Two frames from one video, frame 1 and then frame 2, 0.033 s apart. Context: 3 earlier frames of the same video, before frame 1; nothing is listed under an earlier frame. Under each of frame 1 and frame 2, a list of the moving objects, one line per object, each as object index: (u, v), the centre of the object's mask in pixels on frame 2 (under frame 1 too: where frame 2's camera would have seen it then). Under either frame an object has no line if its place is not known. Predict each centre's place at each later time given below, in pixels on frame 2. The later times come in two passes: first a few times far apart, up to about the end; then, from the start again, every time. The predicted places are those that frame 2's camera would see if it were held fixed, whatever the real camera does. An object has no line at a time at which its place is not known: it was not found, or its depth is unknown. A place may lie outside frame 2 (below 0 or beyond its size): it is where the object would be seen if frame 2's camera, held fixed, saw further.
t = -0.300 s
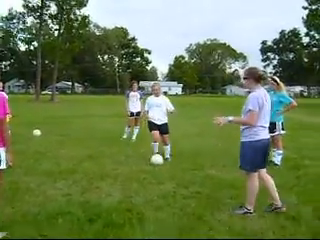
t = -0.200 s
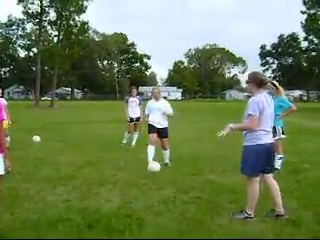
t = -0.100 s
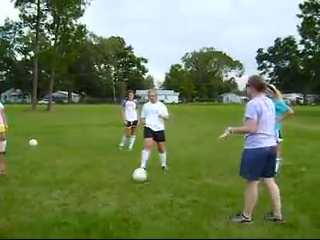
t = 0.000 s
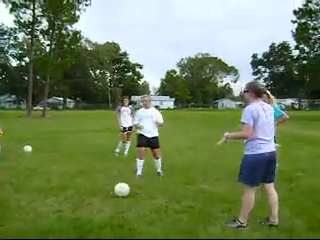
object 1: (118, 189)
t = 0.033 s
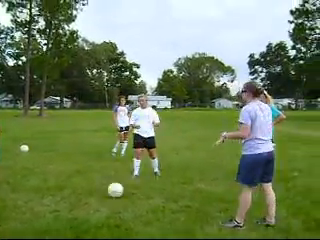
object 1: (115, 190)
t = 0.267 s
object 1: (91, 202)
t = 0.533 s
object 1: (63, 217)
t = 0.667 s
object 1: (53, 223)
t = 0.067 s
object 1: (111, 191)
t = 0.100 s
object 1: (108, 193)
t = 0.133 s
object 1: (104, 196)
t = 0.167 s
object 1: (101, 198)
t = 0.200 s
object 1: (97, 199)
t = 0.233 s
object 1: (94, 200)
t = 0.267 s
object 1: (91, 202)
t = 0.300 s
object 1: (87, 204)
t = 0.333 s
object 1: (84, 207)
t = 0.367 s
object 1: (81, 207)
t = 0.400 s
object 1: (77, 208)
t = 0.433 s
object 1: (74, 209)
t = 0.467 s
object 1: (70, 211)
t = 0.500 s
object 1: (67, 214)
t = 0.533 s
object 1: (63, 217)
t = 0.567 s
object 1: (59, 219)
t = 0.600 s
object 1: (55, 220)
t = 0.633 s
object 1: (52, 222)
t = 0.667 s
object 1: (53, 223)
